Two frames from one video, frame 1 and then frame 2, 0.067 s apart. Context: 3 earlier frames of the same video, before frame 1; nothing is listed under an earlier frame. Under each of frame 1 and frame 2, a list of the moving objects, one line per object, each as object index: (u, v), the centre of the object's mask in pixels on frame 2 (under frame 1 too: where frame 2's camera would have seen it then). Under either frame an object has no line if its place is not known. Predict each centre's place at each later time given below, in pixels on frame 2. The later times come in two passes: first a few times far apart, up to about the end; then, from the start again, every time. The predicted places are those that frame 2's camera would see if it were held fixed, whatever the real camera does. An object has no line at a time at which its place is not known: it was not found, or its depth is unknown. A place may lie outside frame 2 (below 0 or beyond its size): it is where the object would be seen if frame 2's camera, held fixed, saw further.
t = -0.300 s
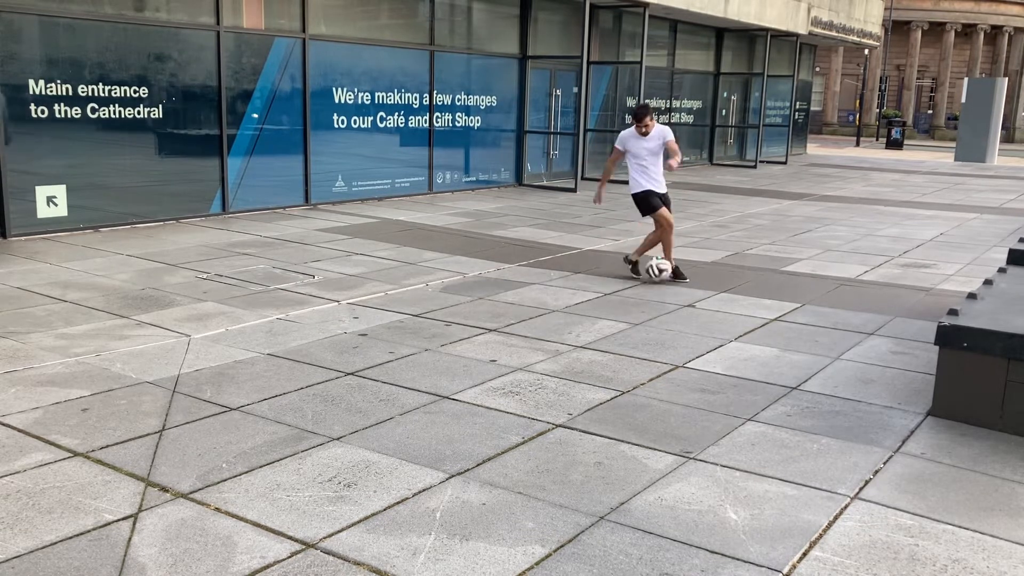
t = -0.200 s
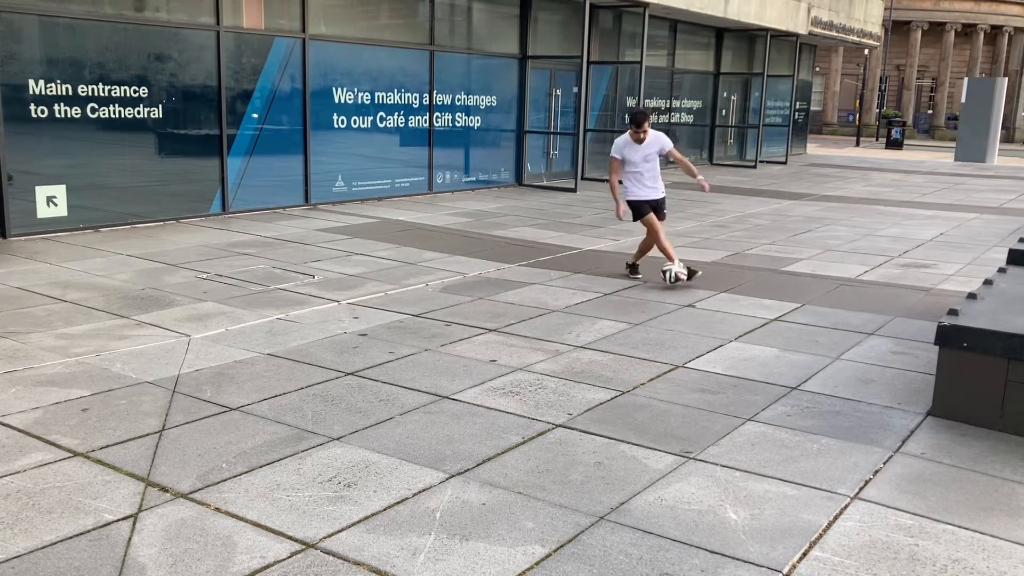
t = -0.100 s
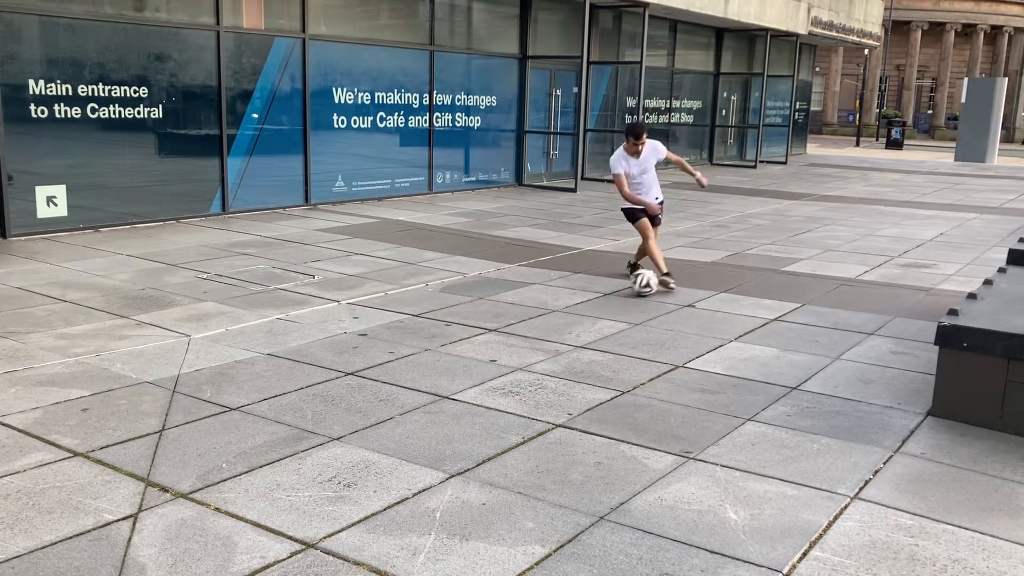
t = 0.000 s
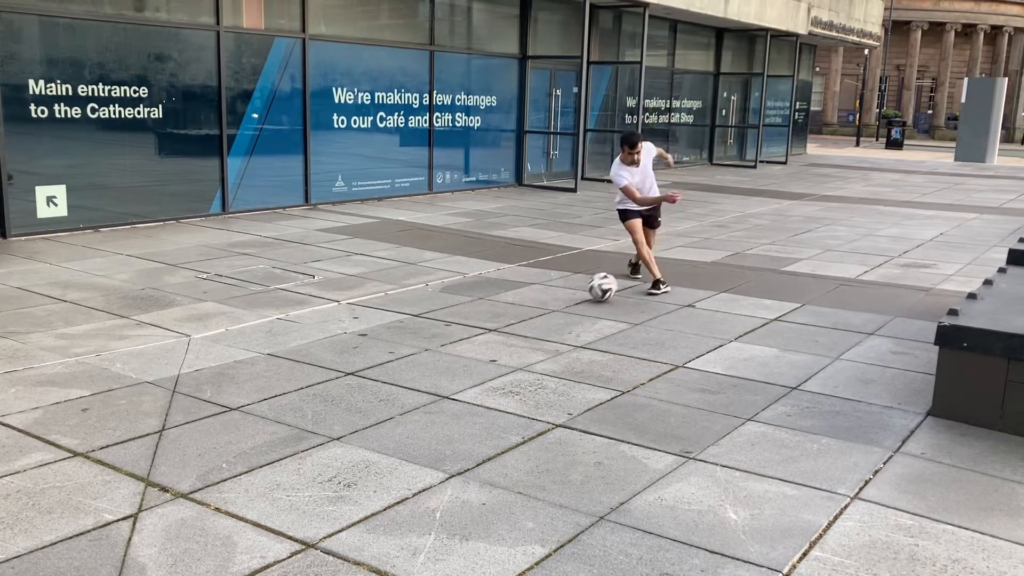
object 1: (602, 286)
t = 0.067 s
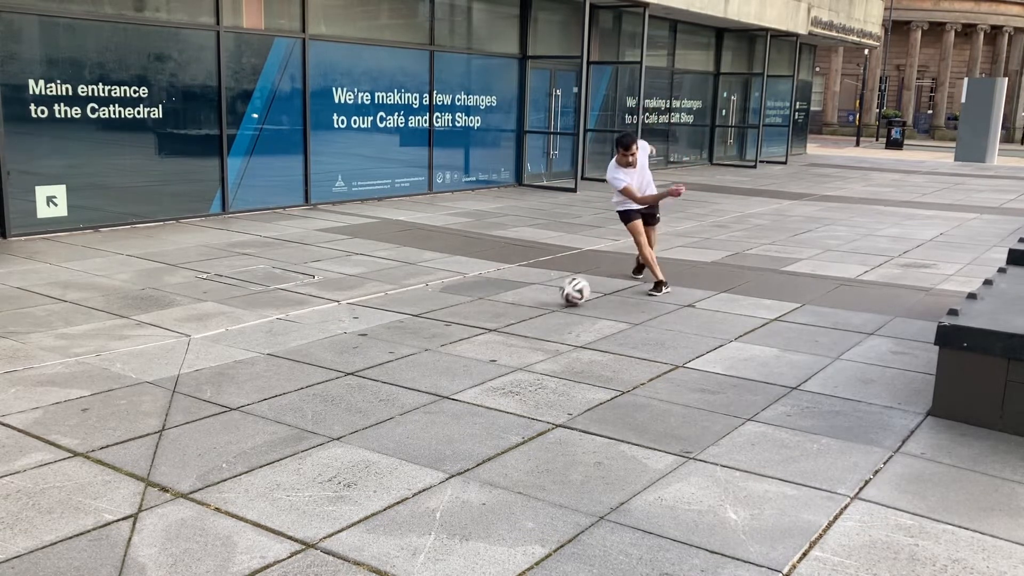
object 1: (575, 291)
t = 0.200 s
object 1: (526, 299)
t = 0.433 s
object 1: (435, 314)
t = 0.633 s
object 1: (348, 327)
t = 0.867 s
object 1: (226, 346)
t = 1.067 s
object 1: (106, 364)
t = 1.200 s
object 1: (19, 377)
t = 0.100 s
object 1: (561, 294)
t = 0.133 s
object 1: (550, 294)
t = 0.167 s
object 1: (539, 297)
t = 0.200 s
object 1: (526, 299)
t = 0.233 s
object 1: (514, 300)
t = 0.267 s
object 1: (501, 303)
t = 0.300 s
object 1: (489, 305)
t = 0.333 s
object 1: (476, 307)
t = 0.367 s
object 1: (463, 309)
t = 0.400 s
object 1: (450, 311)
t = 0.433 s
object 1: (435, 314)
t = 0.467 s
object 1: (422, 315)
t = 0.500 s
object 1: (407, 318)
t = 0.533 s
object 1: (393, 320)
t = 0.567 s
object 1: (378, 323)
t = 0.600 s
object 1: (363, 325)
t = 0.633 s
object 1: (348, 327)
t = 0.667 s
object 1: (331, 330)
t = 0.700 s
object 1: (314, 333)
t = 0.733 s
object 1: (298, 335)
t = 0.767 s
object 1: (282, 338)
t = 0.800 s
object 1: (263, 341)
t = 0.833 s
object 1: (245, 343)
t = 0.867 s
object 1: (226, 346)
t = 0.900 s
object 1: (208, 349)
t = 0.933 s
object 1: (188, 352)
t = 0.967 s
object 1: (169, 355)
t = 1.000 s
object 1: (148, 358)
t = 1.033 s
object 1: (127, 360)
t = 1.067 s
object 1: (106, 364)
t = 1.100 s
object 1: (85, 367)
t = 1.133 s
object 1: (62, 371)
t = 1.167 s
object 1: (40, 374)
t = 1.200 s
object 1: (19, 377)
